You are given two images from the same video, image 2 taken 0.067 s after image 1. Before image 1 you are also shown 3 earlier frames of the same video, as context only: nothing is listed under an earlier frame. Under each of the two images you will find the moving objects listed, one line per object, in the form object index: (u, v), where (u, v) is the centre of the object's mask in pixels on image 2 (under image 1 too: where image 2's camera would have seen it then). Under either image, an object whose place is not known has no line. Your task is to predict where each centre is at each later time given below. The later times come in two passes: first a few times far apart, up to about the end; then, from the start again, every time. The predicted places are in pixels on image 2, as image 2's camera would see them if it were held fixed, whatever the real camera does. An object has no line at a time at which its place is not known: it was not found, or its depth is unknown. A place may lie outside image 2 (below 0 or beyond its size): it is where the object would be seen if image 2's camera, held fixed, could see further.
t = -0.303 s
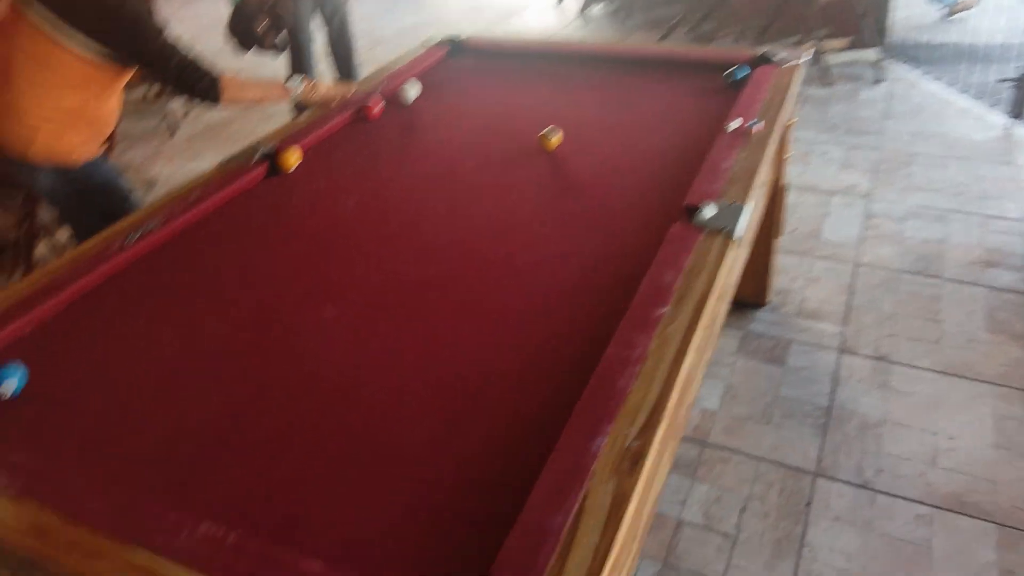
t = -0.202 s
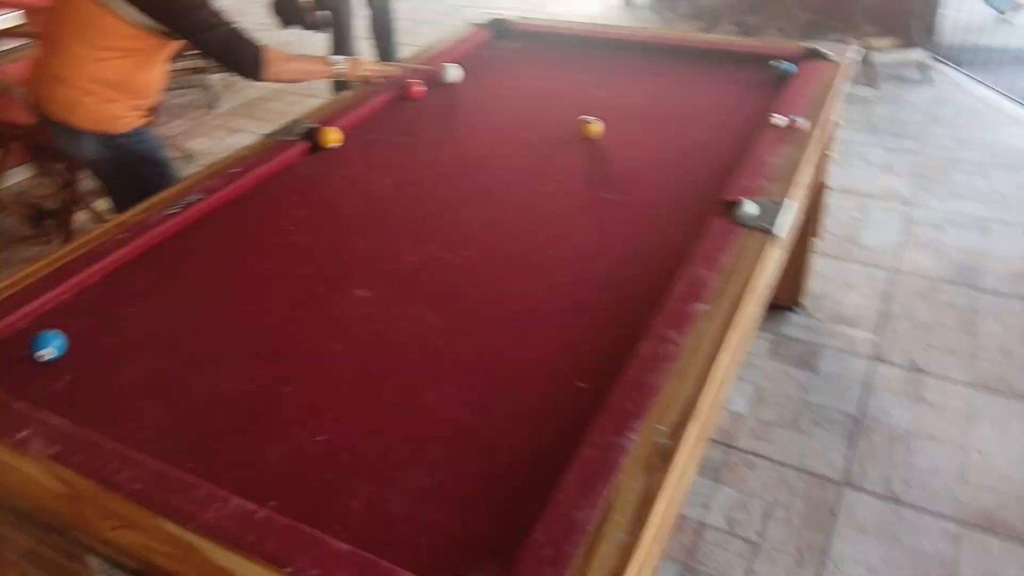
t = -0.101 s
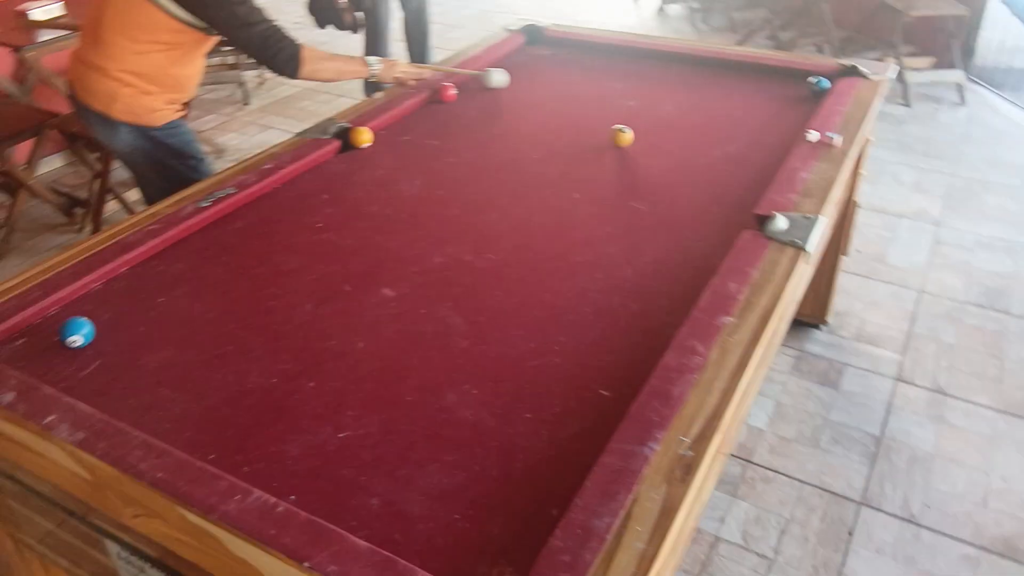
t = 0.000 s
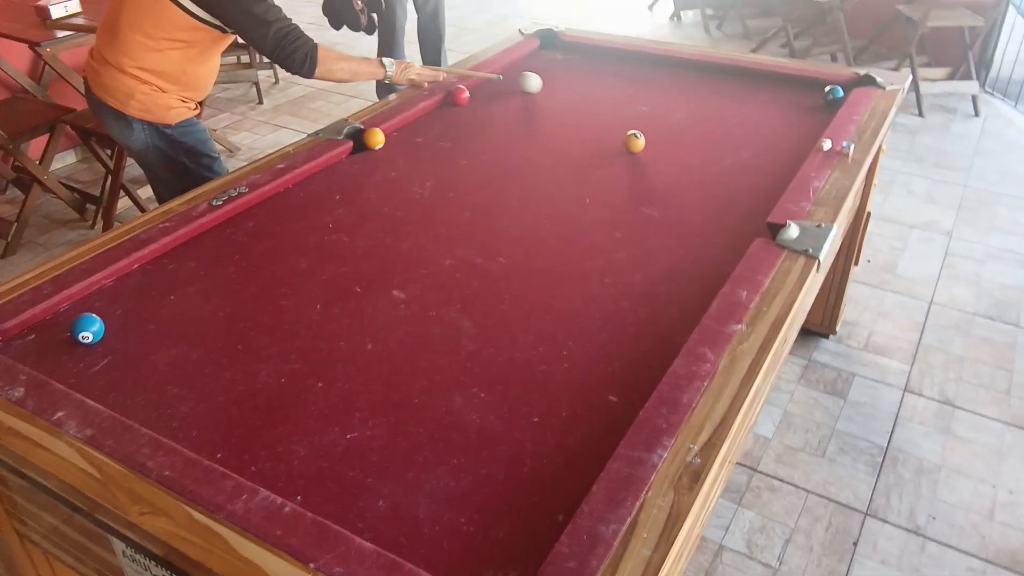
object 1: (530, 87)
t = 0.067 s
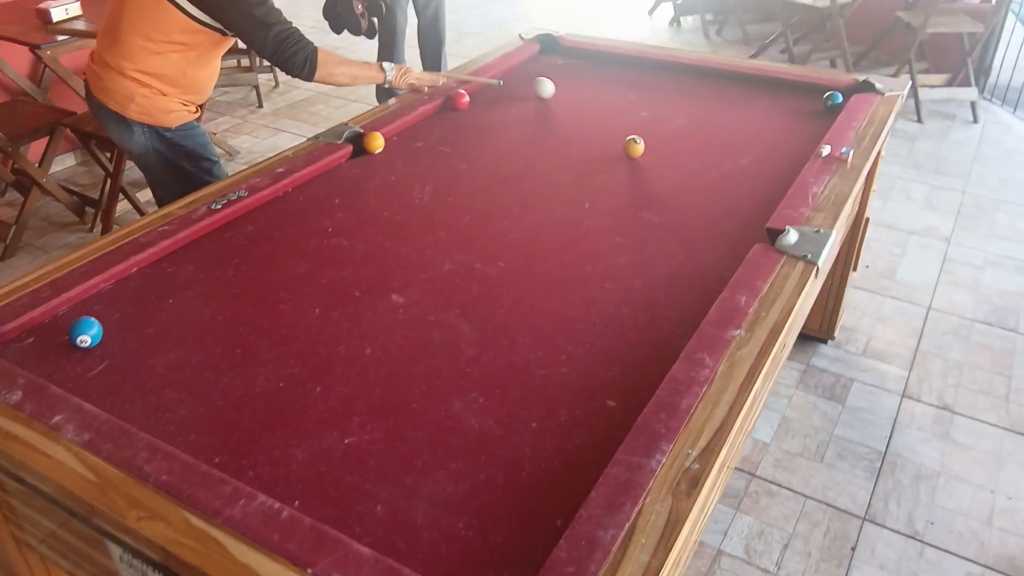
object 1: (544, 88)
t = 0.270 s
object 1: (586, 90)
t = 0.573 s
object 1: (646, 93)
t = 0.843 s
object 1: (699, 95)
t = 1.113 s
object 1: (750, 98)
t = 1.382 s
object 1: (799, 99)
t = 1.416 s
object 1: (805, 99)
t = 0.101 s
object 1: (551, 88)
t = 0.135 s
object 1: (558, 88)
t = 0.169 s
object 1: (565, 89)
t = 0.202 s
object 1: (572, 89)
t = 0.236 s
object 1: (579, 89)
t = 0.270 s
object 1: (586, 90)
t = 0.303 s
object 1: (593, 90)
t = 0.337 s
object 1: (599, 90)
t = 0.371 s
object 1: (606, 91)
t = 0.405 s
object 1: (613, 91)
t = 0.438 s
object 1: (619, 92)
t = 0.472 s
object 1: (626, 92)
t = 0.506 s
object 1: (633, 92)
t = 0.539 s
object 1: (639, 93)
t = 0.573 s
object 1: (646, 93)
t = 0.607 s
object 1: (653, 93)
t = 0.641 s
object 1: (659, 94)
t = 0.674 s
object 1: (666, 94)
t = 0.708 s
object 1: (672, 94)
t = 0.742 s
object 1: (679, 94)
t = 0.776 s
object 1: (685, 95)
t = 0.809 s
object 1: (692, 95)
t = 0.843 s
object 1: (699, 95)
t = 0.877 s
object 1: (705, 96)
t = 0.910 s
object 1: (712, 96)
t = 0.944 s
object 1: (718, 96)
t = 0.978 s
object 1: (724, 96)
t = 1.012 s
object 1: (731, 97)
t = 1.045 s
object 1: (737, 97)
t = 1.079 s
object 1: (743, 97)
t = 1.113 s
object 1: (750, 98)
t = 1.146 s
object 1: (756, 98)
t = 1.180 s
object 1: (762, 98)
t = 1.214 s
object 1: (768, 98)
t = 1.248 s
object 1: (774, 98)
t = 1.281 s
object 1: (781, 98)
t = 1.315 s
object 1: (787, 99)
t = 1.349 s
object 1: (793, 99)
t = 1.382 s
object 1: (799, 99)
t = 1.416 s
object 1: (805, 99)
